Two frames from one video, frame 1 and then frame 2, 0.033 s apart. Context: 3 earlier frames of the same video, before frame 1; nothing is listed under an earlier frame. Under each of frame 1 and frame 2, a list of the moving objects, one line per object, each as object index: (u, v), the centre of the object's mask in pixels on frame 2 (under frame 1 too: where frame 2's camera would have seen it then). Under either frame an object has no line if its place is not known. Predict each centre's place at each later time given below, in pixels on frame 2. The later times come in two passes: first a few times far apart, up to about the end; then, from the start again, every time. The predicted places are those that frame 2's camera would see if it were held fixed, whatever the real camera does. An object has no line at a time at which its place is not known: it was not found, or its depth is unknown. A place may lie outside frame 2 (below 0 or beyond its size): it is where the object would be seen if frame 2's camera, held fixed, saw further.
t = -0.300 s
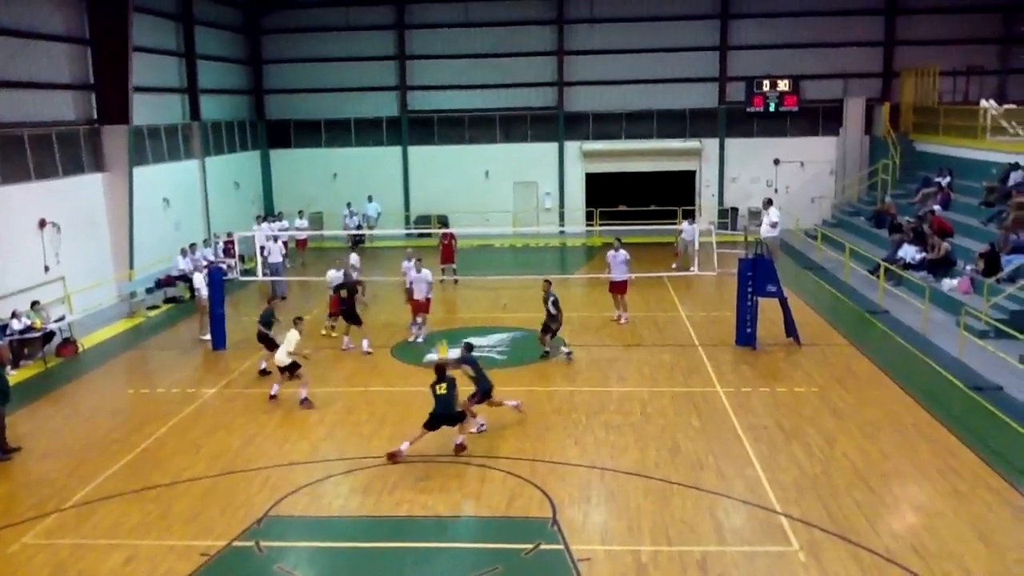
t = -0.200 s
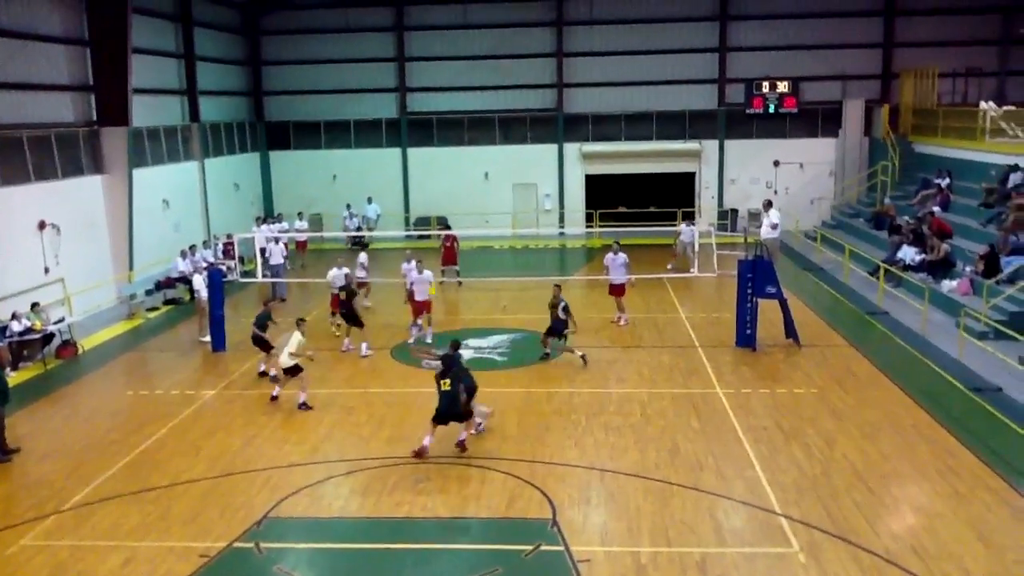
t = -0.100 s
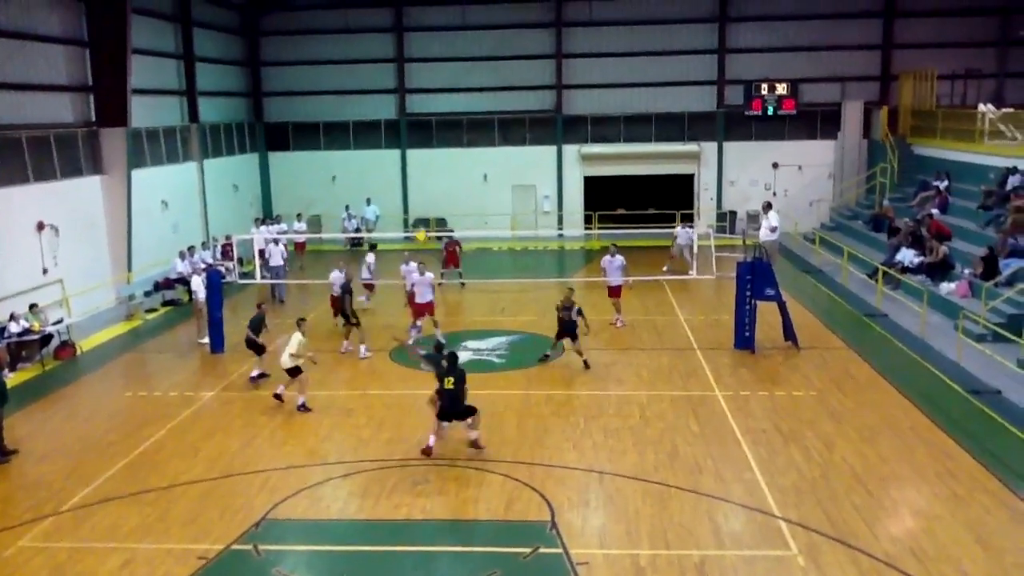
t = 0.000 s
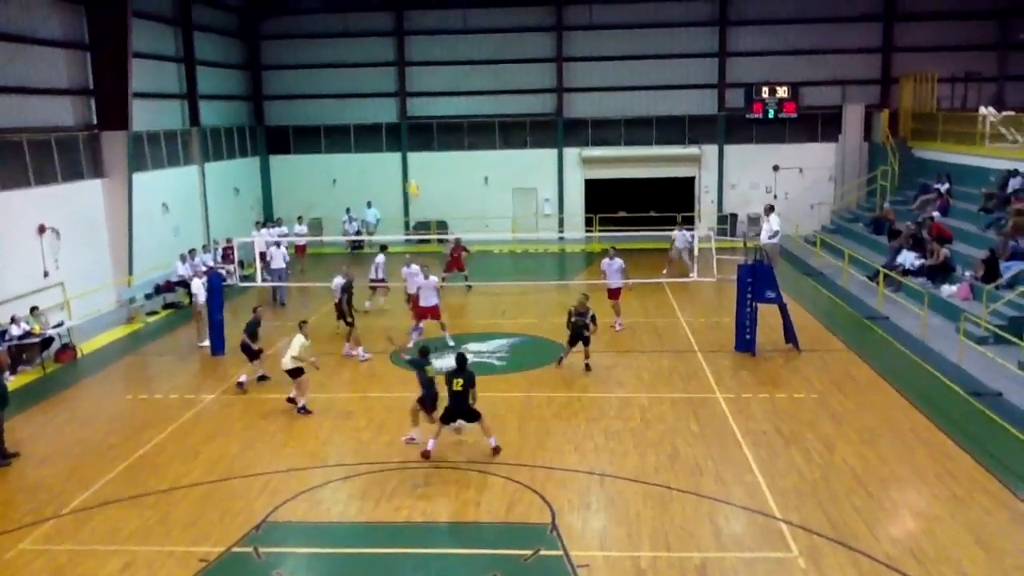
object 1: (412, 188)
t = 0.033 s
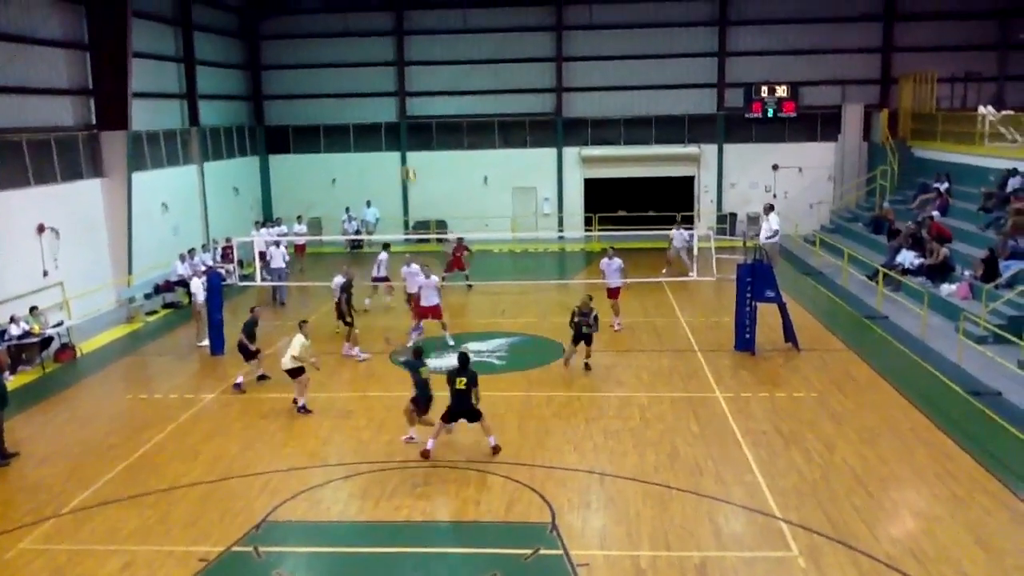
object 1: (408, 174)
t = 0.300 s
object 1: (388, 75)
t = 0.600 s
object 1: (368, 22)
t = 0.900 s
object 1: (351, 29)
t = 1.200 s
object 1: (337, 100)
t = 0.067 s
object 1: (406, 158)
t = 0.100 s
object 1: (403, 144)
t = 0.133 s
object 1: (400, 132)
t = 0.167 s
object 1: (399, 117)
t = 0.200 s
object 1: (396, 107)
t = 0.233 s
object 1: (391, 94)
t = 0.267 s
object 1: (390, 84)
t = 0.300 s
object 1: (388, 75)
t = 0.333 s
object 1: (385, 66)
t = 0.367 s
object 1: (383, 57)
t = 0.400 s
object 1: (380, 50)
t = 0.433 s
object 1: (377, 44)
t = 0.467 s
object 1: (376, 36)
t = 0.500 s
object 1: (374, 31)
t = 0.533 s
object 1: (372, 28)
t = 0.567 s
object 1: (370, 24)
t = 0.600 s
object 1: (368, 22)
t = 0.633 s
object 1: (365, 19)
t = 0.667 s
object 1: (364, 17)
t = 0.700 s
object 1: (362, 17)
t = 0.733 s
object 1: (359, 17)
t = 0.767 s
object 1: (358, 17)
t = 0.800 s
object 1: (356, 20)
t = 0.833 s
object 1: (354, 22)
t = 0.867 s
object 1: (353, 24)
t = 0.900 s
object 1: (351, 29)
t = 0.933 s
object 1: (348, 34)
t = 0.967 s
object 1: (347, 38)
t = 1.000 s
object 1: (346, 46)
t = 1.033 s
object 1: (343, 52)
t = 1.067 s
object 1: (343, 60)
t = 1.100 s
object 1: (341, 69)
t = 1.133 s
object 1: (338, 78)
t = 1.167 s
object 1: (338, 89)
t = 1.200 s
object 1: (337, 100)
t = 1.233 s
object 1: (334, 110)
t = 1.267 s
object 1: (334, 125)
